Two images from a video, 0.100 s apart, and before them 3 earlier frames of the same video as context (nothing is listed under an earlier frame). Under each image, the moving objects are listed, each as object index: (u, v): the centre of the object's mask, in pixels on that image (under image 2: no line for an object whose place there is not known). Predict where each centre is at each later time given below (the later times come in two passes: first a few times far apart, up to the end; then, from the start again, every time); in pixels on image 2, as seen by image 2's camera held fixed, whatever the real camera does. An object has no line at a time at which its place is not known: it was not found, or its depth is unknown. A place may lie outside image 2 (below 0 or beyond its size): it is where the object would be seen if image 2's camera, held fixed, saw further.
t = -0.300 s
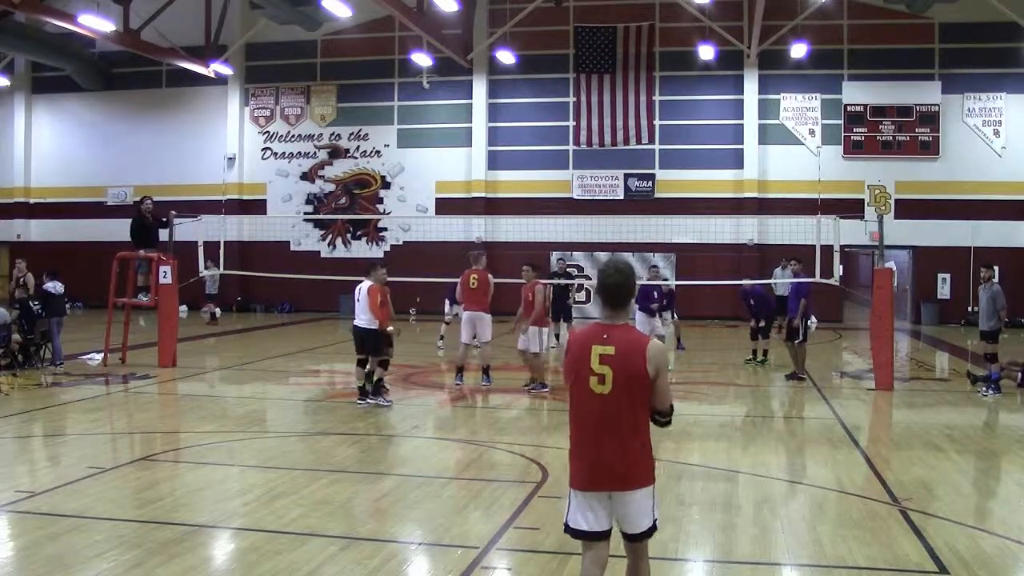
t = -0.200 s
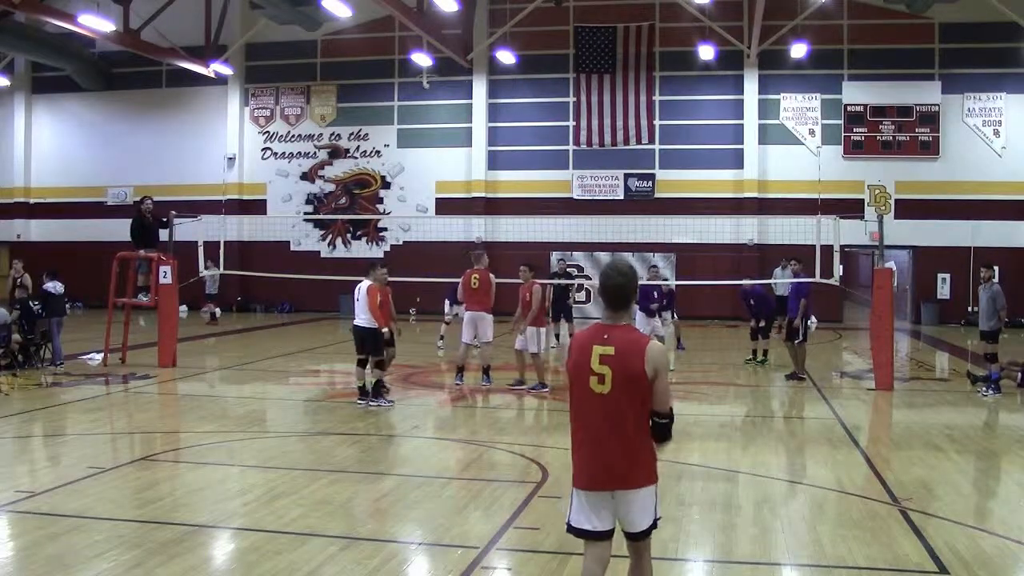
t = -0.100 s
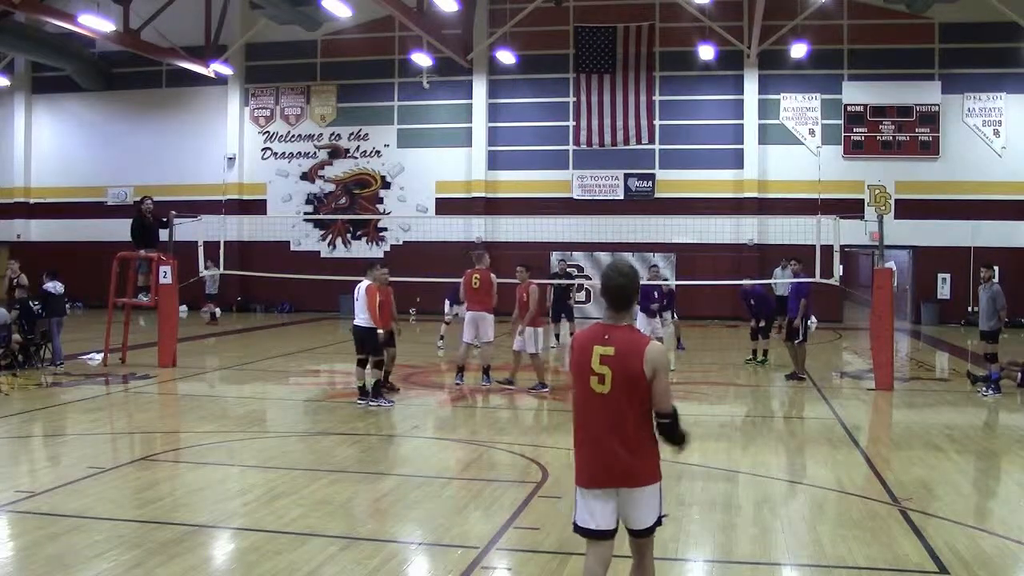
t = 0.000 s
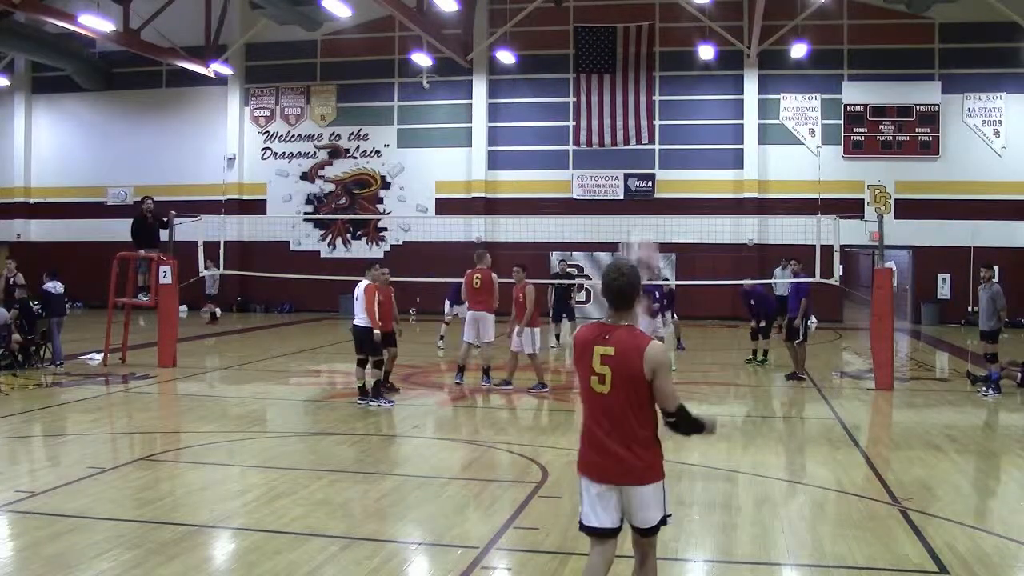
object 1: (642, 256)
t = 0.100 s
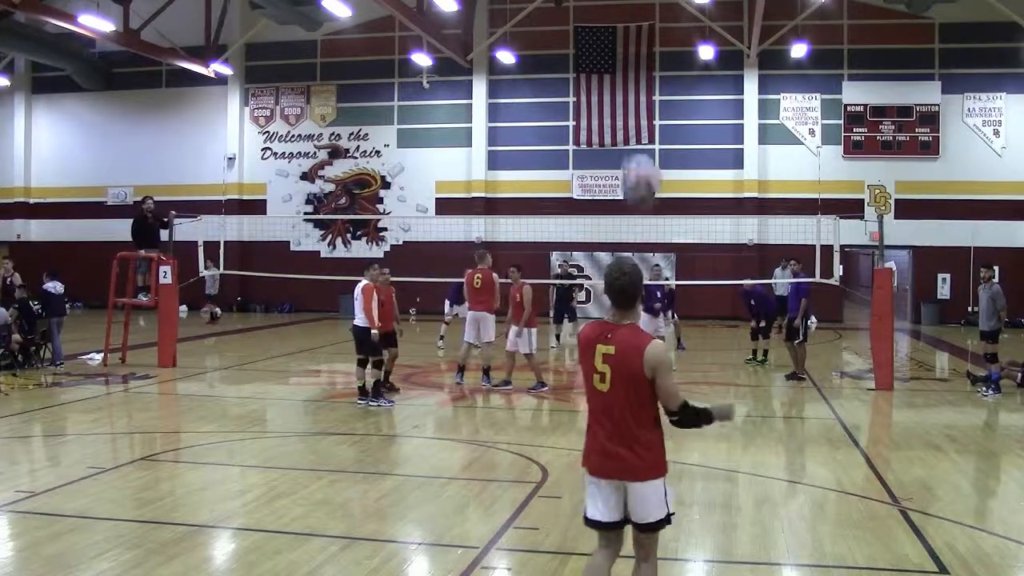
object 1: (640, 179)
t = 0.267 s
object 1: (643, 95)
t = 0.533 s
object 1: (648, 79)
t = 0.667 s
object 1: (648, 120)
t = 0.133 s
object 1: (642, 158)
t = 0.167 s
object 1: (642, 136)
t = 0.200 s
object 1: (642, 123)
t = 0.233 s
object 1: (642, 108)
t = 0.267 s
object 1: (643, 95)
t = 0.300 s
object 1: (644, 86)
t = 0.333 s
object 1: (644, 79)
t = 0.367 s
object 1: (645, 73)
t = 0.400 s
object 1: (646, 71)
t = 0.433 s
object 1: (646, 70)
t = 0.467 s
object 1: (647, 71)
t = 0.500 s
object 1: (647, 74)
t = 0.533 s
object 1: (648, 79)
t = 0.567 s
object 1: (648, 84)
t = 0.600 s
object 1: (647, 93)
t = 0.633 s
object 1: (648, 105)
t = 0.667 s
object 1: (648, 120)
